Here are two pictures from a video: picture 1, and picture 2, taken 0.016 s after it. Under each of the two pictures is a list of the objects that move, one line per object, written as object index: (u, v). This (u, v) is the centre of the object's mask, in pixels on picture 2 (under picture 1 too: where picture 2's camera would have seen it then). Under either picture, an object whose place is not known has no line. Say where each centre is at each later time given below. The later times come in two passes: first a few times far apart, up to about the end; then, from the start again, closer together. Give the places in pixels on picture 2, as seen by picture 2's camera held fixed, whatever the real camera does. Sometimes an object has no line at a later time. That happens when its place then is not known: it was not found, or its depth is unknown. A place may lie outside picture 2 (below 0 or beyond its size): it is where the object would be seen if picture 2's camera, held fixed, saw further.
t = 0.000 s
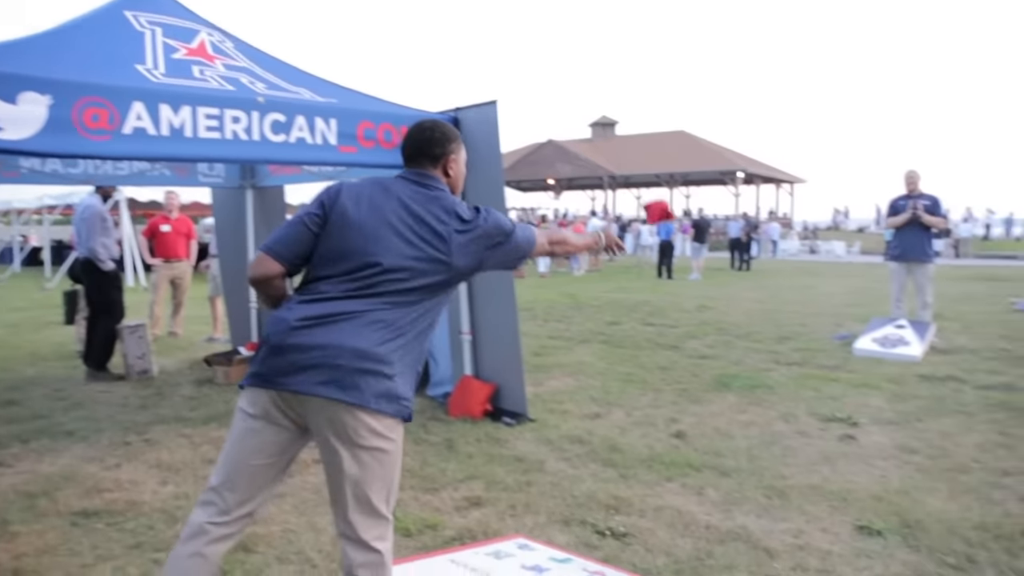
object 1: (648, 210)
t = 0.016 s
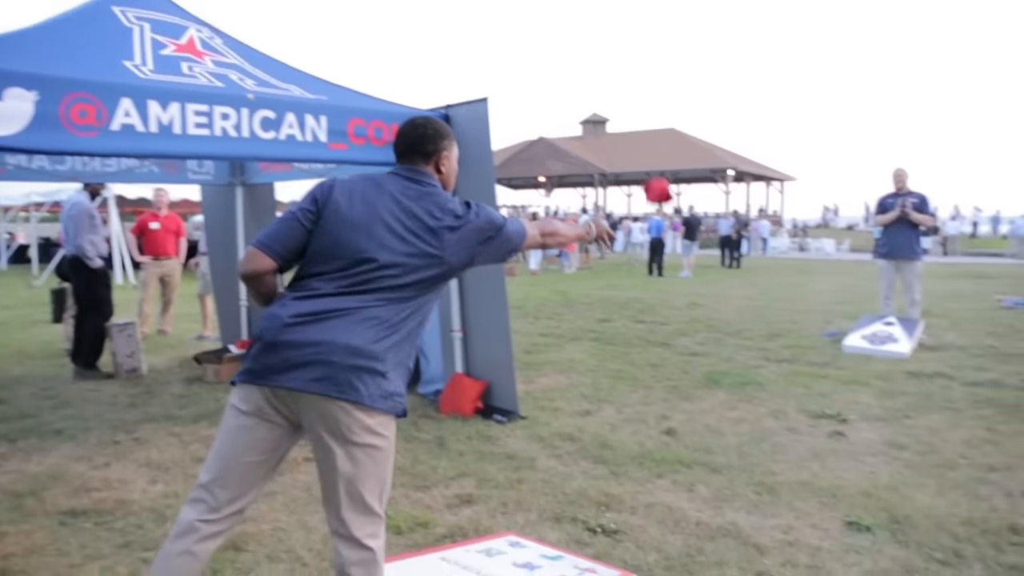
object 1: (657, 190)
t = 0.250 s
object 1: (755, 73)
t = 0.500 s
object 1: (814, 83)
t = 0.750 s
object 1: (846, 165)
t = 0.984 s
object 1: (874, 268)
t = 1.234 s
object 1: (896, 315)
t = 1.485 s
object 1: (904, 316)
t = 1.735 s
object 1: (904, 316)
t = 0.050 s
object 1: (676, 164)
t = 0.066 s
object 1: (684, 151)
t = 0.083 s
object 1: (692, 140)
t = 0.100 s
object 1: (700, 129)
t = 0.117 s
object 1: (707, 119)
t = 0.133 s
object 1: (714, 111)
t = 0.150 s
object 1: (721, 103)
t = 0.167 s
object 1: (727, 96)
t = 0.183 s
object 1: (733, 91)
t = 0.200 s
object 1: (739, 85)
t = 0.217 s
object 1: (744, 81)
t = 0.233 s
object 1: (749, 77)
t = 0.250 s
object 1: (755, 73)
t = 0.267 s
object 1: (760, 70)
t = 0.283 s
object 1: (765, 68)
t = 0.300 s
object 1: (769, 67)
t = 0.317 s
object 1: (774, 66)
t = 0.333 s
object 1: (778, 65)
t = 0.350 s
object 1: (782, 65)
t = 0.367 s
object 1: (786, 65)
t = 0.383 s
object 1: (790, 66)
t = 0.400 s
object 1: (794, 67)
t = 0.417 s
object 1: (797, 69)
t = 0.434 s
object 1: (800, 71)
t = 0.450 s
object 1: (804, 74)
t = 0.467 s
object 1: (807, 76)
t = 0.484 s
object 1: (810, 80)
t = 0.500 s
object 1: (814, 83)
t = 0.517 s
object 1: (816, 87)
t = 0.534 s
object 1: (819, 91)
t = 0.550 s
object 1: (822, 96)
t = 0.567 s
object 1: (825, 100)
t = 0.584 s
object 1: (827, 105)
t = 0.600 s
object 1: (830, 110)
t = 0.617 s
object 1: (832, 115)
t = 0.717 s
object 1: (842, 152)
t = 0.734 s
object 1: (844, 158)
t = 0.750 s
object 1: (846, 165)
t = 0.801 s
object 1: (857, 183)
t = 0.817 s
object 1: (859, 190)
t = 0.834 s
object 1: (858, 198)
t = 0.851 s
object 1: (862, 205)
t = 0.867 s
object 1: (865, 213)
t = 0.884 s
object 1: (866, 220)
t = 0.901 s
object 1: (867, 228)
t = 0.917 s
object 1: (869, 236)
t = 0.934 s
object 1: (870, 244)
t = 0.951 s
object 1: (873, 252)
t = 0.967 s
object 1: (873, 260)
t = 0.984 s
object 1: (874, 268)
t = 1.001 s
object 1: (875, 277)
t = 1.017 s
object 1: (876, 286)
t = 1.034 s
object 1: (877, 294)
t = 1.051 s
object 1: (879, 303)
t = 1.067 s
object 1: (880, 312)
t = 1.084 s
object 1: (881, 319)
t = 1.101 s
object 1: (882, 320)
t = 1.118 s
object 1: (884, 320)
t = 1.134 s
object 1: (886, 320)
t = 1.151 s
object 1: (889, 319)
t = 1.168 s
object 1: (891, 319)
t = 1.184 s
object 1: (892, 318)
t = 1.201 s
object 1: (893, 318)
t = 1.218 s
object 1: (894, 317)
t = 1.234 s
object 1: (896, 315)
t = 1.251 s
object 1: (897, 315)
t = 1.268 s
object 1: (899, 314)
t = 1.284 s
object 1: (900, 314)
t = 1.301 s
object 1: (900, 315)
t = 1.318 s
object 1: (901, 314)
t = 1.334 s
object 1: (901, 314)
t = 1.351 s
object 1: (902, 315)
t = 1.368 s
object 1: (902, 315)
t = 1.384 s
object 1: (903, 315)
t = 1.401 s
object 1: (903, 315)
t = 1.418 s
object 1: (904, 316)
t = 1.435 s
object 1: (904, 316)
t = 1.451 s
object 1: (904, 316)
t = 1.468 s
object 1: (904, 316)
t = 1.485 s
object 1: (904, 316)
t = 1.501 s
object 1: (904, 316)
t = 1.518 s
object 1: (904, 316)
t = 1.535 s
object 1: (904, 316)
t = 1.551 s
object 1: (904, 316)
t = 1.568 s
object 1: (904, 316)
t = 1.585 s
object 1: (904, 316)
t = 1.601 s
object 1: (904, 316)
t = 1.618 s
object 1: (904, 316)
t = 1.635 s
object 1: (904, 316)
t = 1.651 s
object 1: (904, 316)
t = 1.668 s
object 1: (904, 316)
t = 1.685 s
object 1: (904, 316)
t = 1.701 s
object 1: (904, 316)
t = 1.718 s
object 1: (904, 316)
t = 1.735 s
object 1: (904, 316)
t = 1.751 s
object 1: (904, 316)
